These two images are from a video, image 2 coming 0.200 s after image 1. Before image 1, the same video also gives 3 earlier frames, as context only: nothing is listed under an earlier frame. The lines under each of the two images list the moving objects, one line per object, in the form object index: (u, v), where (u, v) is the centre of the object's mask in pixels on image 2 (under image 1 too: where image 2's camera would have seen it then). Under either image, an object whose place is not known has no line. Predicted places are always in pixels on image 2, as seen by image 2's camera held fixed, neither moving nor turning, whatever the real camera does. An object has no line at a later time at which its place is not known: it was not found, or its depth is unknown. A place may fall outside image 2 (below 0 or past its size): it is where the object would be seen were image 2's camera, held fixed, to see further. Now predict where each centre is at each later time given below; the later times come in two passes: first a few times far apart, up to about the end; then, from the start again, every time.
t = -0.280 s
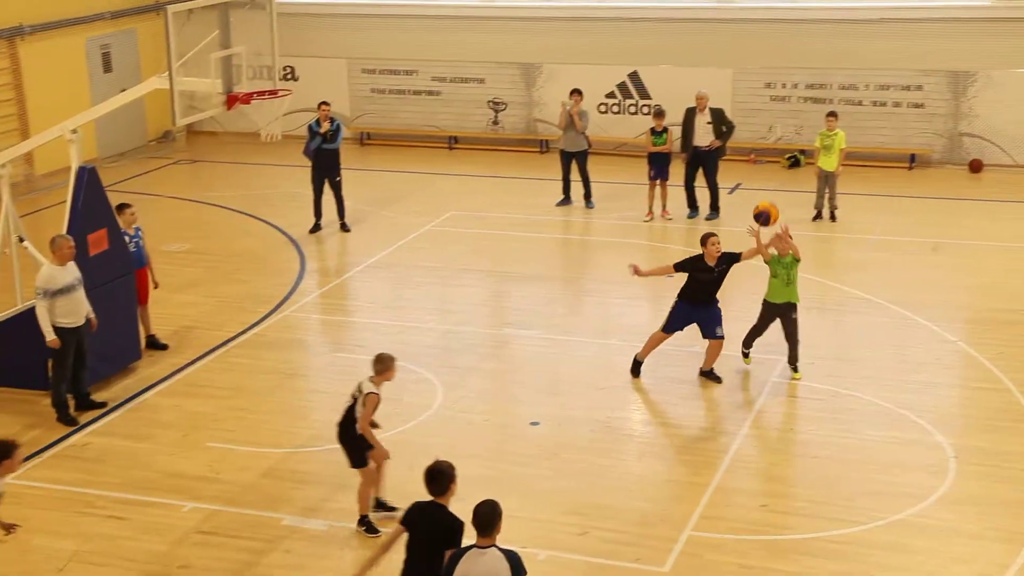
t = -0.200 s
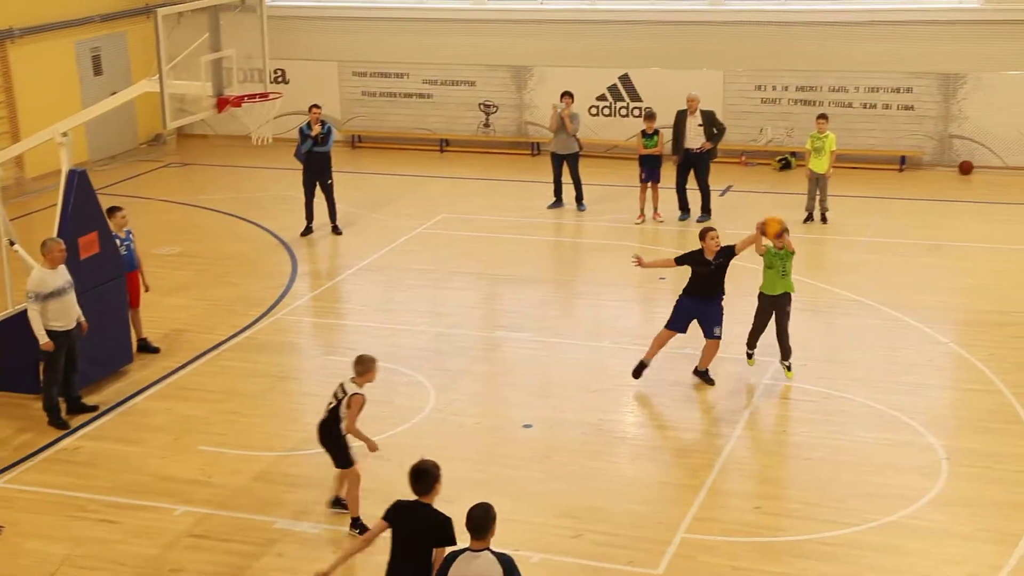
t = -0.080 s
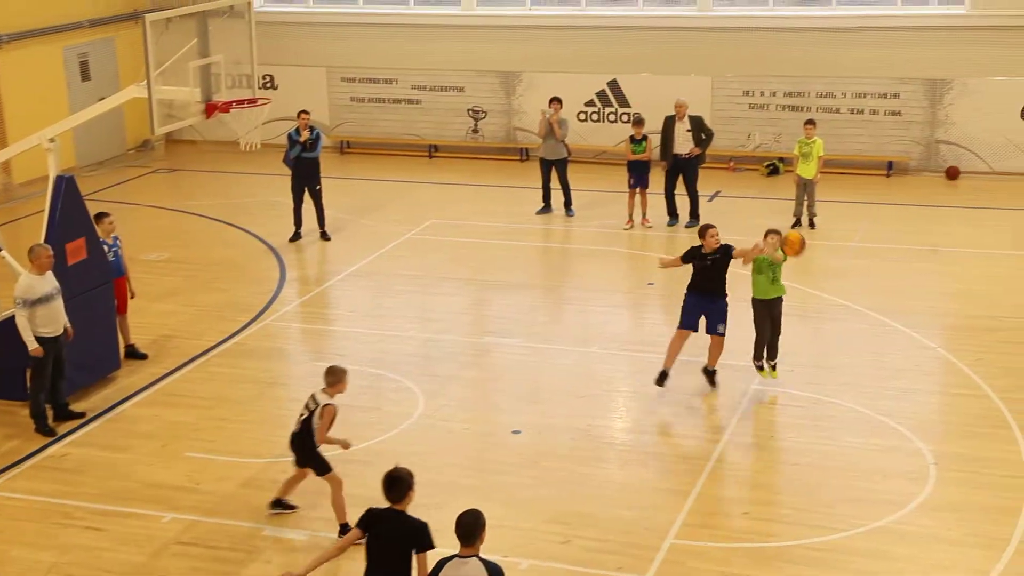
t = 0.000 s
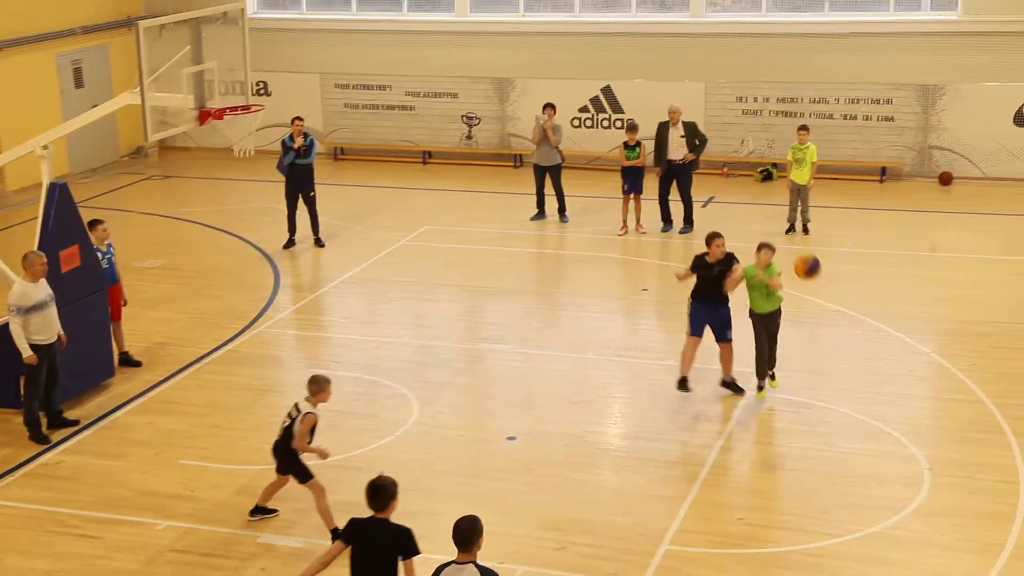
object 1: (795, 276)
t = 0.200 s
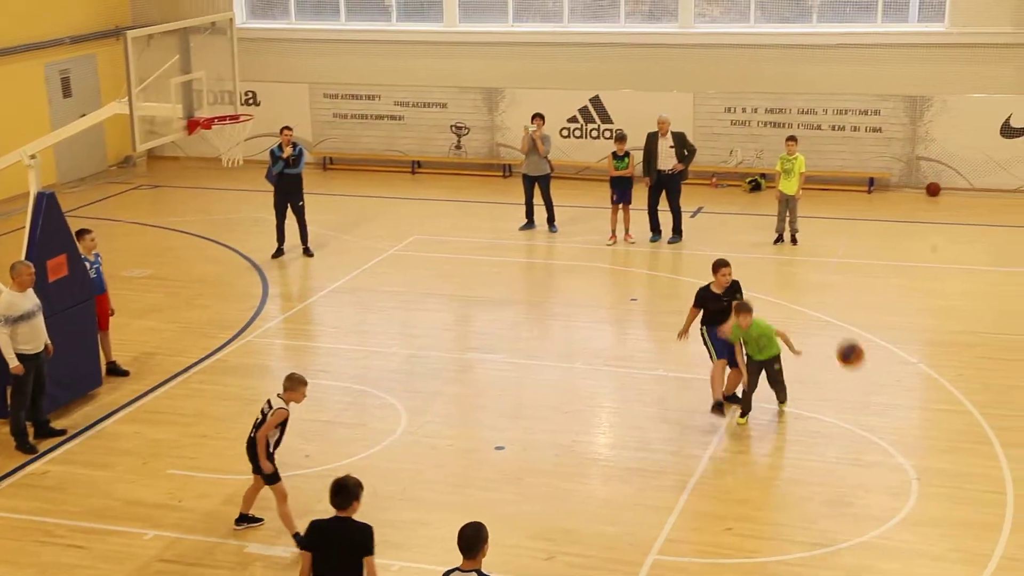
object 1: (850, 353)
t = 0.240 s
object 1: (861, 375)
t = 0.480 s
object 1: (927, 485)
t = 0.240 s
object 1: (861, 375)
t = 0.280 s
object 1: (872, 400)
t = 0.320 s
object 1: (884, 426)
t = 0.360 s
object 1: (896, 454)
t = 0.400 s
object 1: (907, 486)
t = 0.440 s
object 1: (915, 500)
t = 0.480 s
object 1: (927, 485)
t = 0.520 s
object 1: (939, 472)
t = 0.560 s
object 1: (950, 462)
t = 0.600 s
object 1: (962, 453)
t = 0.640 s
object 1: (974, 445)
